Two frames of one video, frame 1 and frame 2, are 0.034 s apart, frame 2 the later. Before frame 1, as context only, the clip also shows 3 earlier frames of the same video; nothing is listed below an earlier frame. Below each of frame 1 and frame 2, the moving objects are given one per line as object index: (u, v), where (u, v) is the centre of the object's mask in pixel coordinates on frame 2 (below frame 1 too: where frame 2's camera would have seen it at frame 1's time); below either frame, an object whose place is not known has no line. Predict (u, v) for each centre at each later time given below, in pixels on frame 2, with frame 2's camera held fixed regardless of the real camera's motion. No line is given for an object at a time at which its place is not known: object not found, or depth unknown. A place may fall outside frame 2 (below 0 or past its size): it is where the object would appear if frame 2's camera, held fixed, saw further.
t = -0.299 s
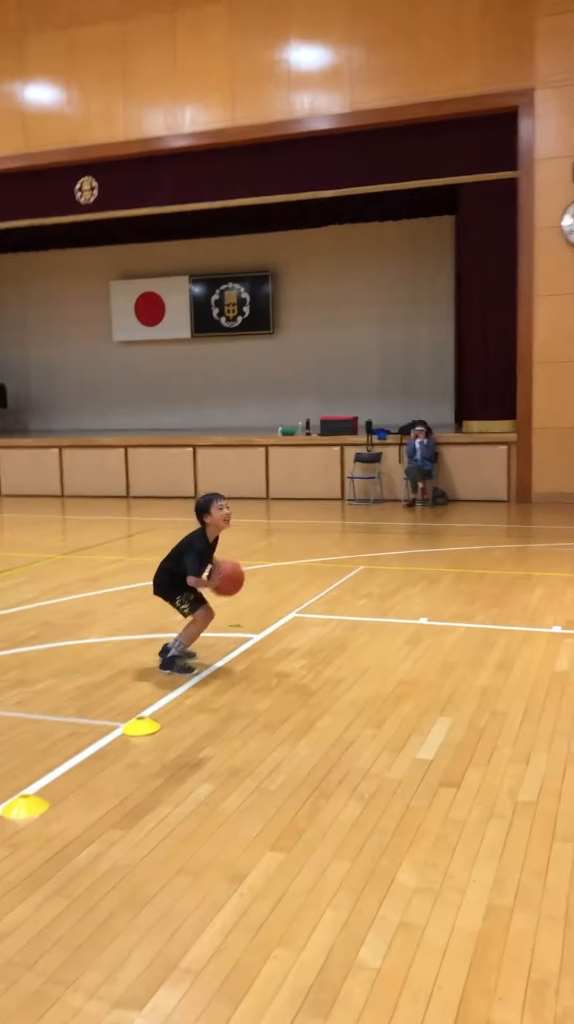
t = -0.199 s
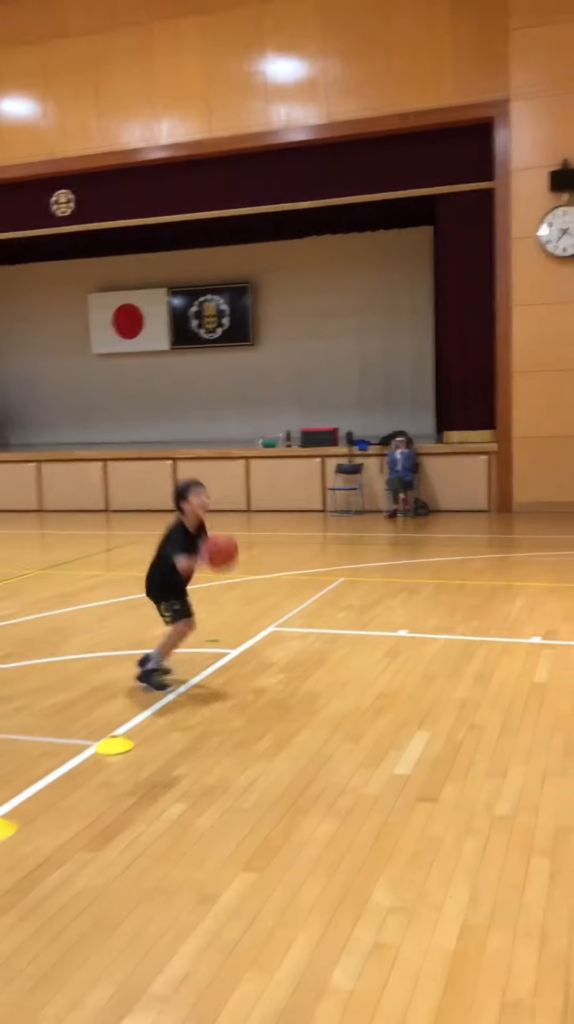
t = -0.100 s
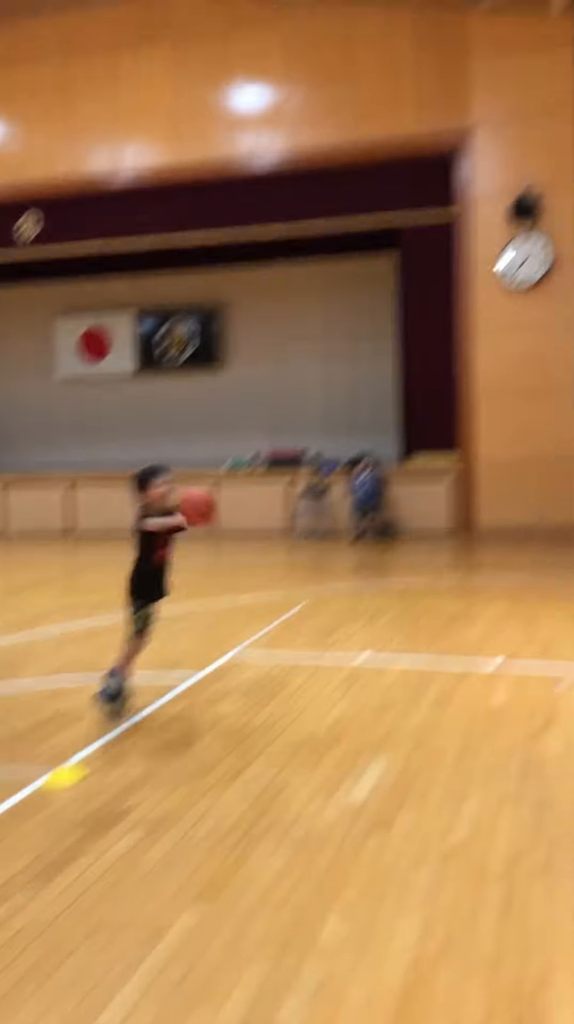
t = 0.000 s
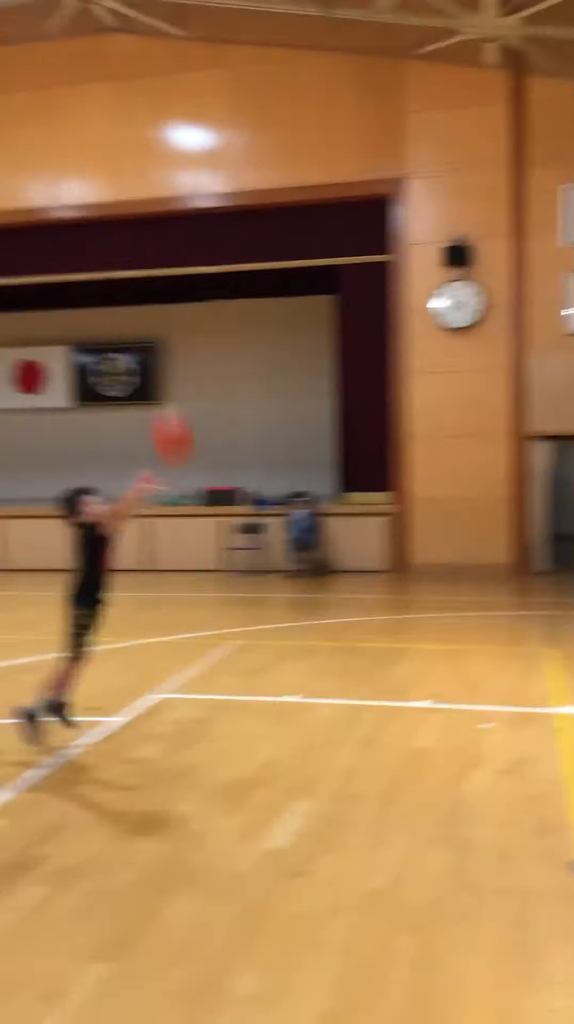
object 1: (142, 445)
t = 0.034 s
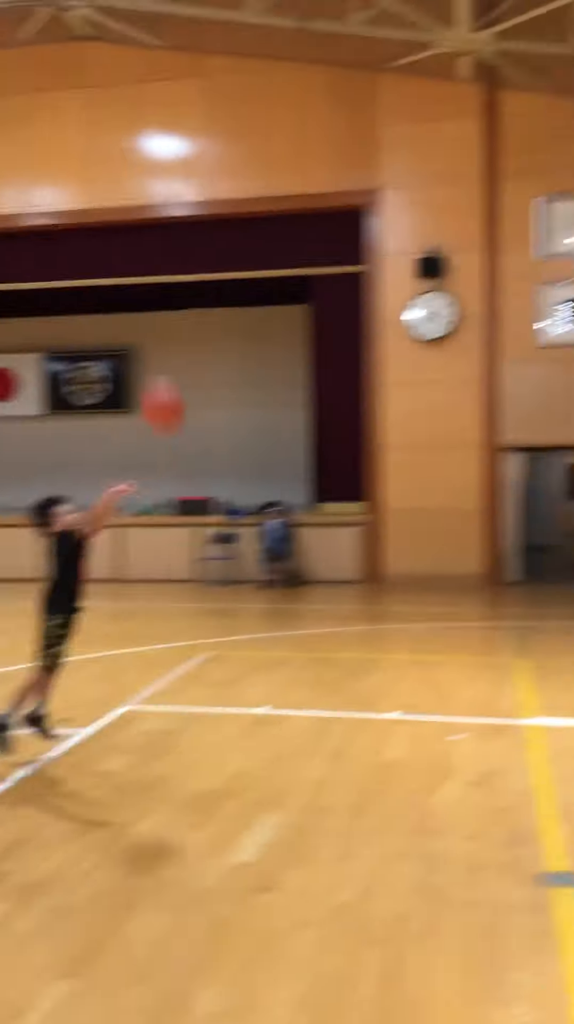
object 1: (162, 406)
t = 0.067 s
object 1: (177, 370)
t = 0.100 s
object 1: (197, 332)
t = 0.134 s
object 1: (216, 298)
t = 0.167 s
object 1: (237, 265)
